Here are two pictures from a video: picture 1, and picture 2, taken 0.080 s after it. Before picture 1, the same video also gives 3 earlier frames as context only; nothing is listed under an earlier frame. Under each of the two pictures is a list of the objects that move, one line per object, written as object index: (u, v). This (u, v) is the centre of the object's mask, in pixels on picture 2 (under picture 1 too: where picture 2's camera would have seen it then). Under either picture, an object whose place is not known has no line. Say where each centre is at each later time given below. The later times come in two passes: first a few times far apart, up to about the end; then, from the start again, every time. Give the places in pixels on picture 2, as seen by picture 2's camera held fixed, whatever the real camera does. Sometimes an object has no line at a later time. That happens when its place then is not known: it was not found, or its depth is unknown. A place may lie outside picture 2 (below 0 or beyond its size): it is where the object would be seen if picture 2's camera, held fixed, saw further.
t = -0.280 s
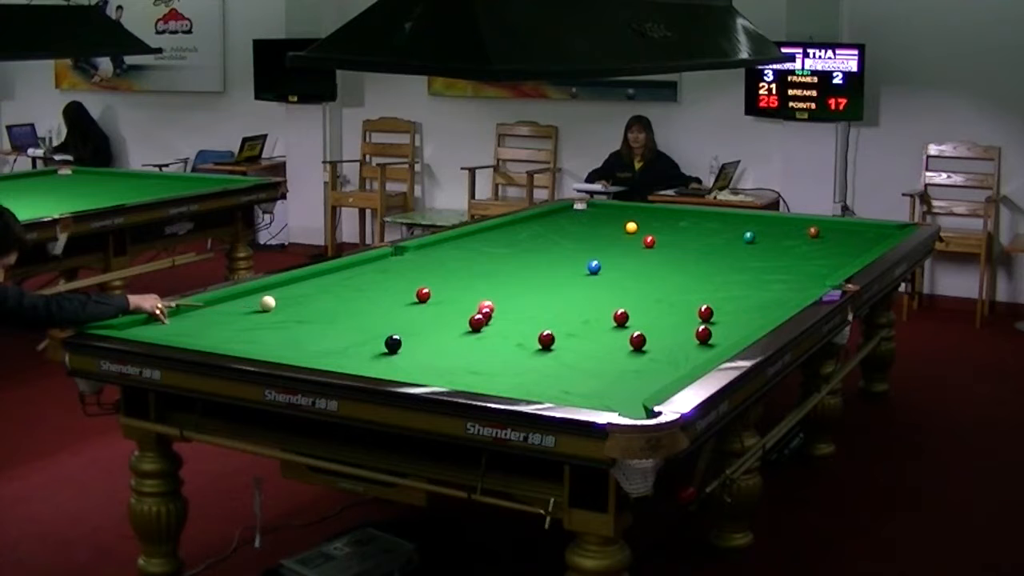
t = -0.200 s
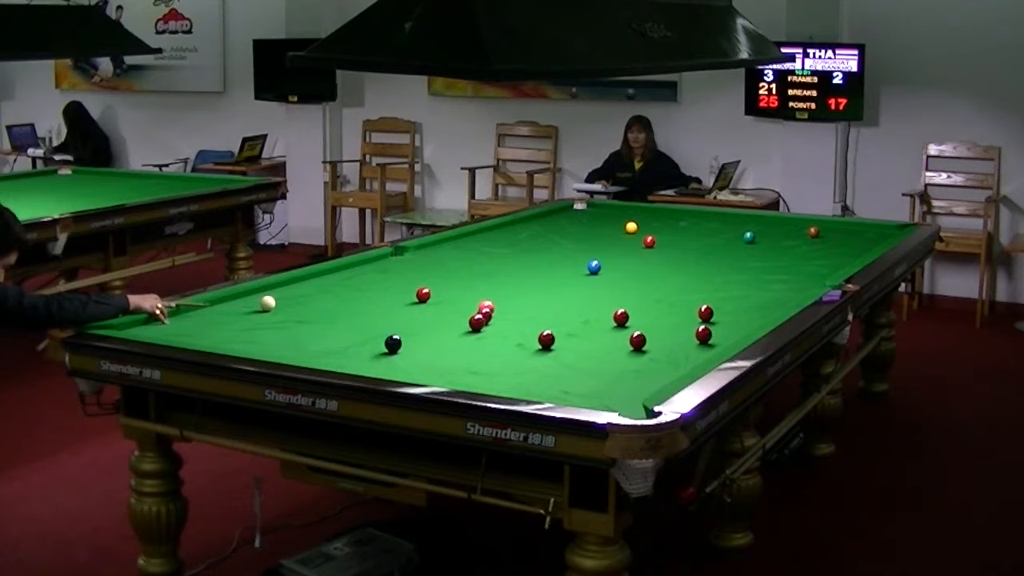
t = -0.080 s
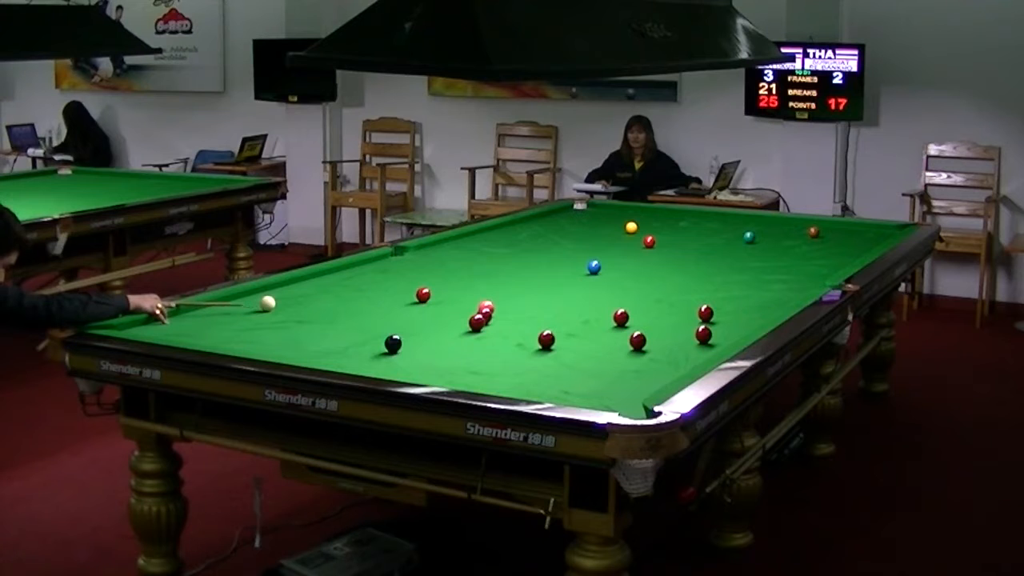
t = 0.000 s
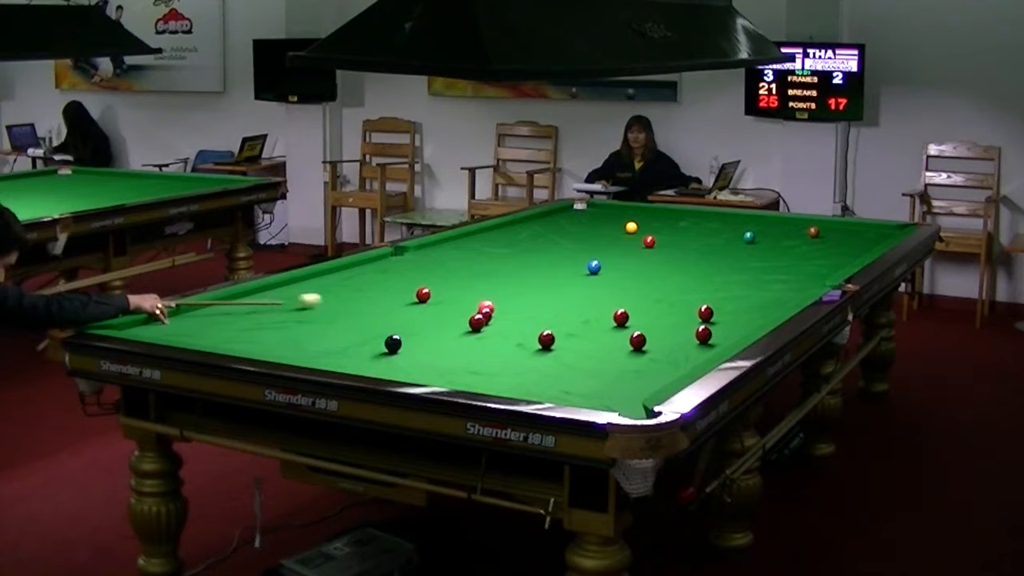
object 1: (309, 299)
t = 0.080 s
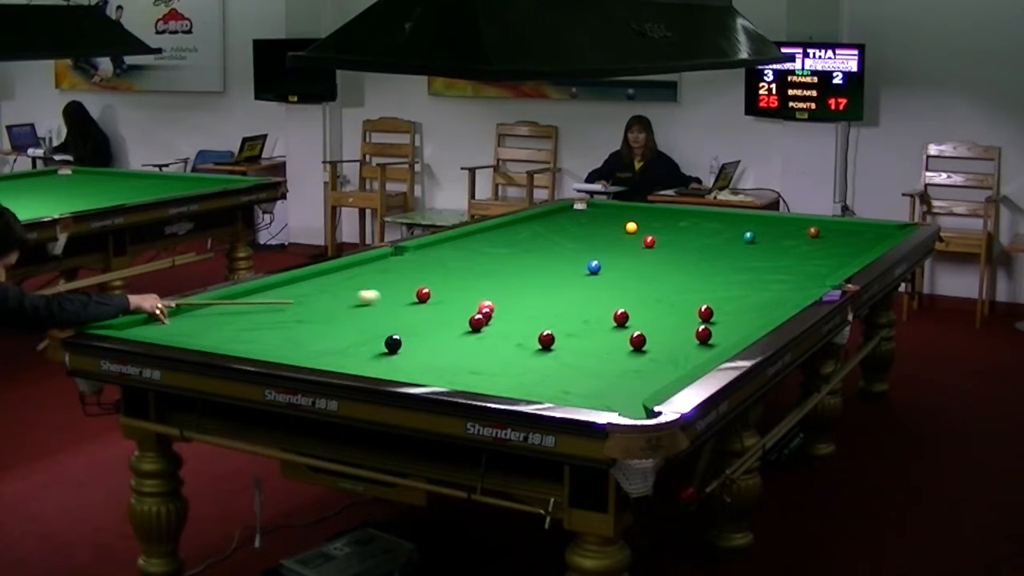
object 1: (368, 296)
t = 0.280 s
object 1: (414, 291)
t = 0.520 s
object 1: (424, 285)
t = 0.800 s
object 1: (436, 279)
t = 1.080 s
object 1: (446, 274)
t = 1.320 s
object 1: (454, 270)
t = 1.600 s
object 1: (463, 266)
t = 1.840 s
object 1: (470, 263)
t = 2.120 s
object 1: (477, 260)
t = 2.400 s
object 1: (483, 257)
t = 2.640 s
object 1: (487, 255)
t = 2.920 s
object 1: (491, 252)
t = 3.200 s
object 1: (494, 251)
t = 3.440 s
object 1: (496, 249)
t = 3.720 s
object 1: (497, 248)
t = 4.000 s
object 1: (498, 247)
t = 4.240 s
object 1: (498, 246)
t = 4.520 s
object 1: (498, 246)
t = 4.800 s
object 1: (498, 246)
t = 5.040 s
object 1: (498, 246)
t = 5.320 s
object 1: (498, 246)
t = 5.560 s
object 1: (498, 246)
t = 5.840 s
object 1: (498, 246)
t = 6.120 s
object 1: (498, 246)
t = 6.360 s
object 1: (498, 246)
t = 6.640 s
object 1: (498, 246)
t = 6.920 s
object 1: (498, 246)
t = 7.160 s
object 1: (498, 246)
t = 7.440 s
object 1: (498, 246)
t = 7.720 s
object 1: (498, 246)
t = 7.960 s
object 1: (498, 246)
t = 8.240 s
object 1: (498, 246)
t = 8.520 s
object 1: (498, 246)
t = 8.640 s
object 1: (498, 246)
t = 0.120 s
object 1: (395, 294)
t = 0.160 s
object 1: (409, 293)
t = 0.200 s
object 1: (410, 292)
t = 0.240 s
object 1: (412, 291)
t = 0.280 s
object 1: (414, 291)
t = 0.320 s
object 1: (415, 290)
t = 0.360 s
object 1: (417, 289)
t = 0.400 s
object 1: (419, 288)
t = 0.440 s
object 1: (421, 287)
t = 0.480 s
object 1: (423, 286)
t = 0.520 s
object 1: (424, 285)
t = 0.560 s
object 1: (426, 284)
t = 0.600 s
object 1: (428, 283)
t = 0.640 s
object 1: (430, 283)
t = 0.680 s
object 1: (431, 282)
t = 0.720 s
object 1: (433, 281)
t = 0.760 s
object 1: (435, 280)
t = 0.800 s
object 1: (436, 279)
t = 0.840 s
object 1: (438, 278)
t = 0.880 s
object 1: (439, 278)
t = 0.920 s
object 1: (441, 277)
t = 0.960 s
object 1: (442, 276)
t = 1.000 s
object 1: (443, 276)
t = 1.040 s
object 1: (445, 275)
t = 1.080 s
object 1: (446, 274)
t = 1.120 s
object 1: (448, 273)
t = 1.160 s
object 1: (449, 273)
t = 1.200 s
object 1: (450, 272)
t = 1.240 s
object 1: (452, 271)
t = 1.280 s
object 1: (453, 271)
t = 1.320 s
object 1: (454, 270)
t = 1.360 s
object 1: (456, 269)
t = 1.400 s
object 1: (457, 269)
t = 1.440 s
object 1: (458, 268)
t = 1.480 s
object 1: (460, 268)
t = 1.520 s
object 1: (461, 267)
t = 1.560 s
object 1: (462, 266)
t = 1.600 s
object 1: (463, 266)
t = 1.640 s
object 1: (464, 265)
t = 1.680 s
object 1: (465, 265)
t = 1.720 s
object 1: (467, 264)
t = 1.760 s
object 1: (468, 264)
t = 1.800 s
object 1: (469, 263)
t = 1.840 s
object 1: (470, 263)
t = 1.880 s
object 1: (471, 262)
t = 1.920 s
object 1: (472, 262)
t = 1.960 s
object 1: (473, 261)
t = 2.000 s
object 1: (474, 261)
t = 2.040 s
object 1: (475, 260)
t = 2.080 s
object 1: (476, 260)
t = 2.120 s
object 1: (477, 260)
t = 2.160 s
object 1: (478, 259)
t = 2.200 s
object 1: (478, 259)
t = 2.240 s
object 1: (480, 258)
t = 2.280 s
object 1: (480, 258)
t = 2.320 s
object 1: (481, 257)
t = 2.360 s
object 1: (482, 257)
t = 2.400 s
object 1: (483, 257)
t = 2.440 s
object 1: (484, 256)
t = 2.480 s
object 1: (484, 256)
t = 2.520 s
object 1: (485, 256)
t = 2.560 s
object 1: (486, 255)
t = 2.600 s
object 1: (486, 255)
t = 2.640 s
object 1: (487, 255)
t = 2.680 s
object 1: (488, 254)
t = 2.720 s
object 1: (488, 254)
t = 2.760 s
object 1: (489, 253)
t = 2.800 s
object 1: (489, 253)
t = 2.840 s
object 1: (490, 253)
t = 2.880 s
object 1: (491, 252)
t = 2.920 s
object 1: (491, 252)
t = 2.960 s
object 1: (491, 252)
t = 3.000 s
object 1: (492, 252)
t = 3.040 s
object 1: (492, 252)
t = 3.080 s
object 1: (493, 251)
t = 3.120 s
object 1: (493, 251)
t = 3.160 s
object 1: (493, 251)
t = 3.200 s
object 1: (494, 251)
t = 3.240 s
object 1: (494, 250)
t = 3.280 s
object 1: (495, 250)
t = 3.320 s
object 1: (495, 250)
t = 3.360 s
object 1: (495, 250)
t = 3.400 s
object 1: (495, 249)
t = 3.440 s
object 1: (496, 249)
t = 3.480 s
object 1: (496, 249)
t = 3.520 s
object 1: (496, 249)
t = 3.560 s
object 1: (496, 249)
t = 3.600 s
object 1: (496, 248)
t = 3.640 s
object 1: (497, 248)
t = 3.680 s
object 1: (497, 248)
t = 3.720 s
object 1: (497, 248)
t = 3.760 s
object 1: (497, 248)
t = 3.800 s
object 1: (497, 248)
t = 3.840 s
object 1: (497, 248)
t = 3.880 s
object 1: (497, 247)
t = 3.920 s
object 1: (497, 247)
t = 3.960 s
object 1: (497, 247)
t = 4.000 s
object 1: (498, 247)
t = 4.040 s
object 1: (498, 247)
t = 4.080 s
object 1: (498, 247)
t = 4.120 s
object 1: (498, 247)
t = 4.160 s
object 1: (498, 247)
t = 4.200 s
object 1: (498, 246)
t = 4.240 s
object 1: (498, 246)
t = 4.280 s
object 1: (498, 246)
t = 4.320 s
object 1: (498, 246)
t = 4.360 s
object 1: (498, 246)
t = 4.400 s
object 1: (498, 246)
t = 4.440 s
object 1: (498, 246)
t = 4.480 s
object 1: (498, 246)
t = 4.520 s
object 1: (498, 246)
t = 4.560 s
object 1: (498, 246)
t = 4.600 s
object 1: (498, 246)
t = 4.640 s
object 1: (498, 246)
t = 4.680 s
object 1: (498, 246)
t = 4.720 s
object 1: (498, 246)
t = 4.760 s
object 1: (498, 246)
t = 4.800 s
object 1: (498, 246)
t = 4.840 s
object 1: (498, 246)
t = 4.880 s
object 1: (498, 246)
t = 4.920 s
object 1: (498, 246)
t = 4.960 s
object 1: (498, 246)
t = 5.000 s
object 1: (498, 246)
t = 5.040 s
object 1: (498, 246)
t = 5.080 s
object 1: (498, 246)
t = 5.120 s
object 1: (498, 246)
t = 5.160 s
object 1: (498, 246)
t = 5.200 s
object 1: (498, 246)
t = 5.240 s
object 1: (498, 246)
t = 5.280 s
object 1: (498, 246)
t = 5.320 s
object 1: (498, 246)
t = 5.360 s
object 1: (498, 246)
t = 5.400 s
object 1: (498, 246)
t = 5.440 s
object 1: (498, 246)
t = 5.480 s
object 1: (498, 246)
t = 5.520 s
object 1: (498, 246)
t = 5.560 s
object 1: (498, 246)
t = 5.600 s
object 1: (498, 246)
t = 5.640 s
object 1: (498, 246)
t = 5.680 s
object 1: (498, 246)
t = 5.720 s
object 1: (498, 246)
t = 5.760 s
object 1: (498, 246)
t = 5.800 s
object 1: (498, 246)
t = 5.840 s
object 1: (498, 246)
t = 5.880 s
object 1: (498, 246)
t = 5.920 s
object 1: (498, 246)
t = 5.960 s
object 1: (498, 246)
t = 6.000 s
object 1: (498, 246)
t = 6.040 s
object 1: (498, 246)
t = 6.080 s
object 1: (498, 246)
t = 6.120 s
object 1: (498, 246)
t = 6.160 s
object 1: (498, 246)
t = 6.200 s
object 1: (498, 246)
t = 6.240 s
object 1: (498, 246)
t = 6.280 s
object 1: (498, 246)
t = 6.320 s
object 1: (498, 246)
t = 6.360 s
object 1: (498, 246)
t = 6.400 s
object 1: (498, 246)
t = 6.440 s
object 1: (498, 246)
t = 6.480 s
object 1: (498, 246)
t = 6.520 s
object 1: (498, 246)
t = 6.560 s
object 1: (498, 246)
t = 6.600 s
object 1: (498, 246)
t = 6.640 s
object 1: (498, 246)
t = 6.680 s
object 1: (498, 246)
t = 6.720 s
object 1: (498, 246)
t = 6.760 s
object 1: (498, 246)
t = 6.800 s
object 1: (498, 246)
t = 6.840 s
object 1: (498, 246)
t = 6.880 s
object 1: (498, 246)
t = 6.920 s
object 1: (498, 246)
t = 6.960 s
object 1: (498, 246)
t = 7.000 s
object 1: (498, 246)
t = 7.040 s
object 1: (498, 246)
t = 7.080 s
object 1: (498, 246)
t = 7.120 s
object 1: (498, 246)
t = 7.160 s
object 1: (498, 246)
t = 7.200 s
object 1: (498, 246)
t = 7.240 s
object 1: (498, 246)
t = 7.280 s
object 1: (498, 246)
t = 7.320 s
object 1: (498, 246)
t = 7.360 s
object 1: (498, 246)
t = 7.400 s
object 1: (498, 246)
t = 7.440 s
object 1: (498, 246)
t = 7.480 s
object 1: (498, 246)
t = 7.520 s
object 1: (498, 246)
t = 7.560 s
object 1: (498, 246)
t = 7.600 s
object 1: (498, 246)
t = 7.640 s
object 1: (498, 246)
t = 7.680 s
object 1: (498, 246)
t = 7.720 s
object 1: (498, 246)
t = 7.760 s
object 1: (498, 246)
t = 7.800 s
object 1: (498, 246)
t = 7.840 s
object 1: (498, 246)
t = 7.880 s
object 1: (498, 246)
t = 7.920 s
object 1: (498, 246)
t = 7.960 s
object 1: (498, 246)
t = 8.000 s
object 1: (498, 246)
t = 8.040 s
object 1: (498, 246)
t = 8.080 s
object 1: (498, 246)
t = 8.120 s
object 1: (498, 246)
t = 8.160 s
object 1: (498, 246)
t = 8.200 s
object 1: (498, 246)
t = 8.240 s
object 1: (498, 246)
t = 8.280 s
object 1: (498, 246)
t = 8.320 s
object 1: (498, 246)
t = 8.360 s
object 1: (498, 246)
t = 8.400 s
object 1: (498, 246)
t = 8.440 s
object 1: (498, 246)
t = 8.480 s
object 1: (498, 246)
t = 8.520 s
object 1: (498, 246)
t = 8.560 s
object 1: (498, 246)
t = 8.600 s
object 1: (498, 246)
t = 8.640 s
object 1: (498, 246)
